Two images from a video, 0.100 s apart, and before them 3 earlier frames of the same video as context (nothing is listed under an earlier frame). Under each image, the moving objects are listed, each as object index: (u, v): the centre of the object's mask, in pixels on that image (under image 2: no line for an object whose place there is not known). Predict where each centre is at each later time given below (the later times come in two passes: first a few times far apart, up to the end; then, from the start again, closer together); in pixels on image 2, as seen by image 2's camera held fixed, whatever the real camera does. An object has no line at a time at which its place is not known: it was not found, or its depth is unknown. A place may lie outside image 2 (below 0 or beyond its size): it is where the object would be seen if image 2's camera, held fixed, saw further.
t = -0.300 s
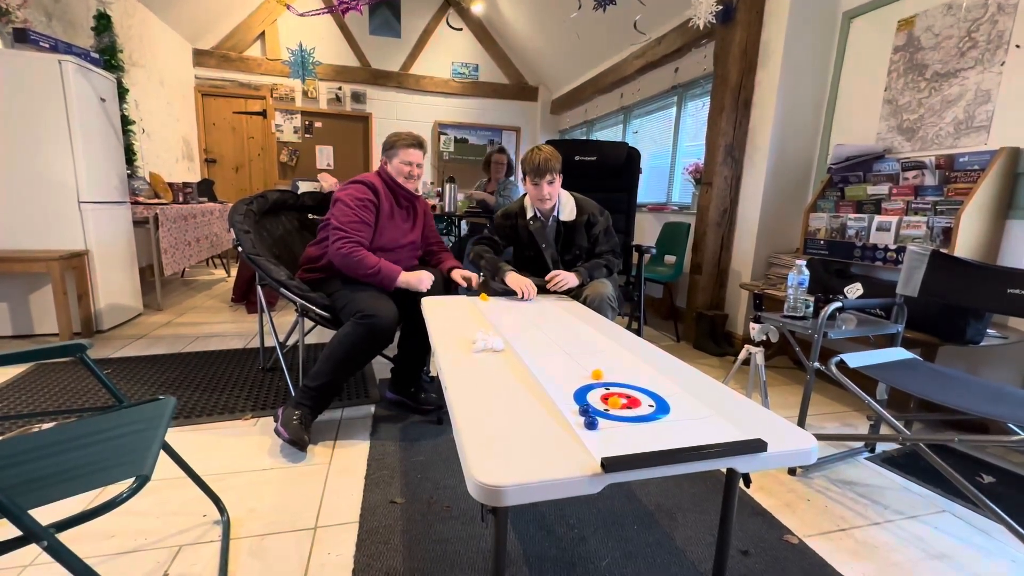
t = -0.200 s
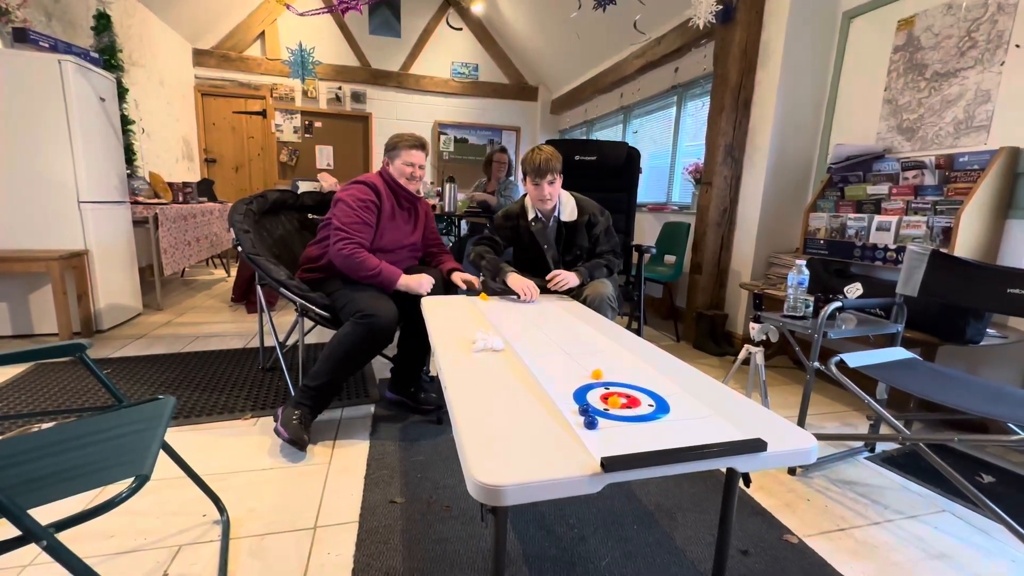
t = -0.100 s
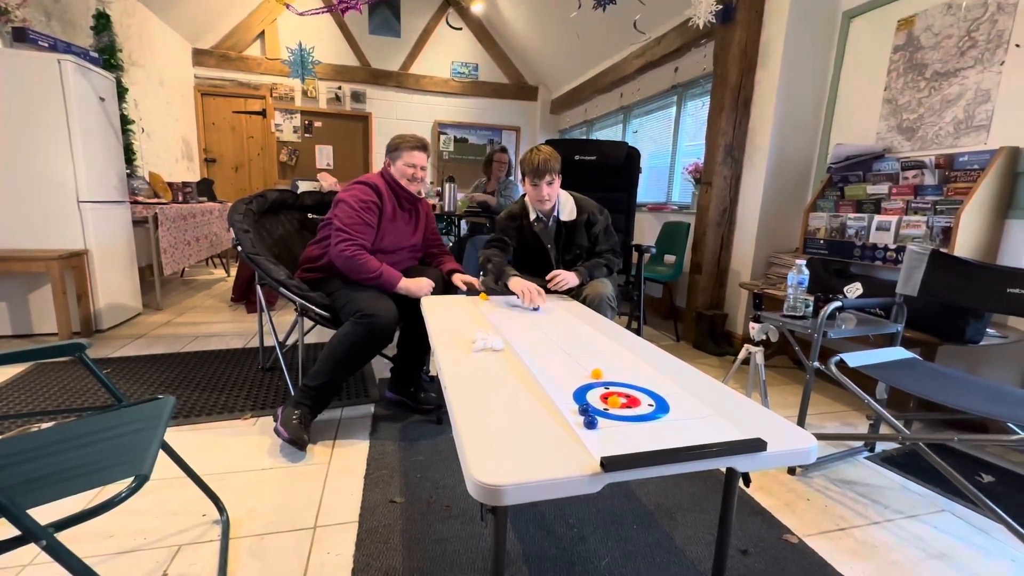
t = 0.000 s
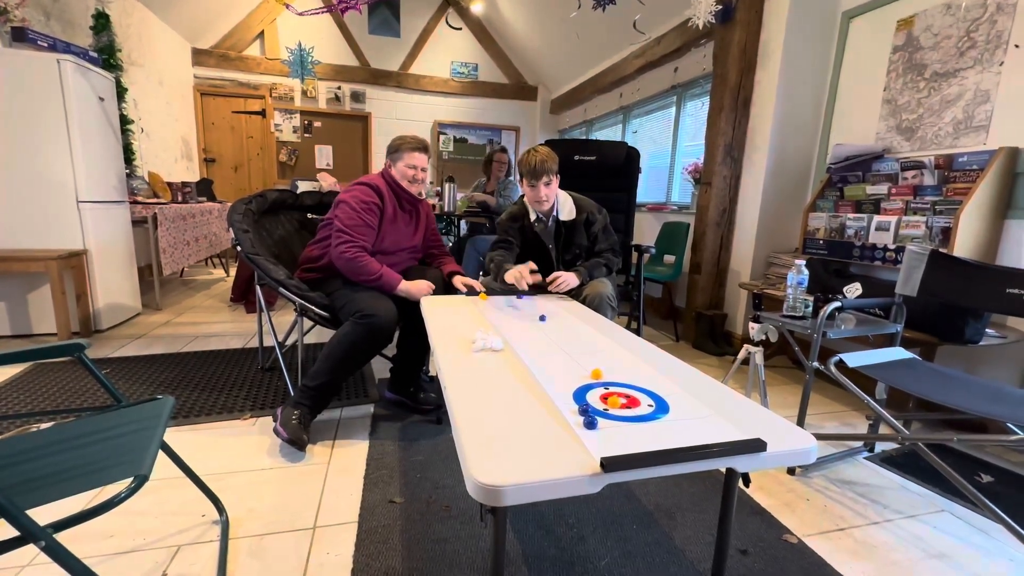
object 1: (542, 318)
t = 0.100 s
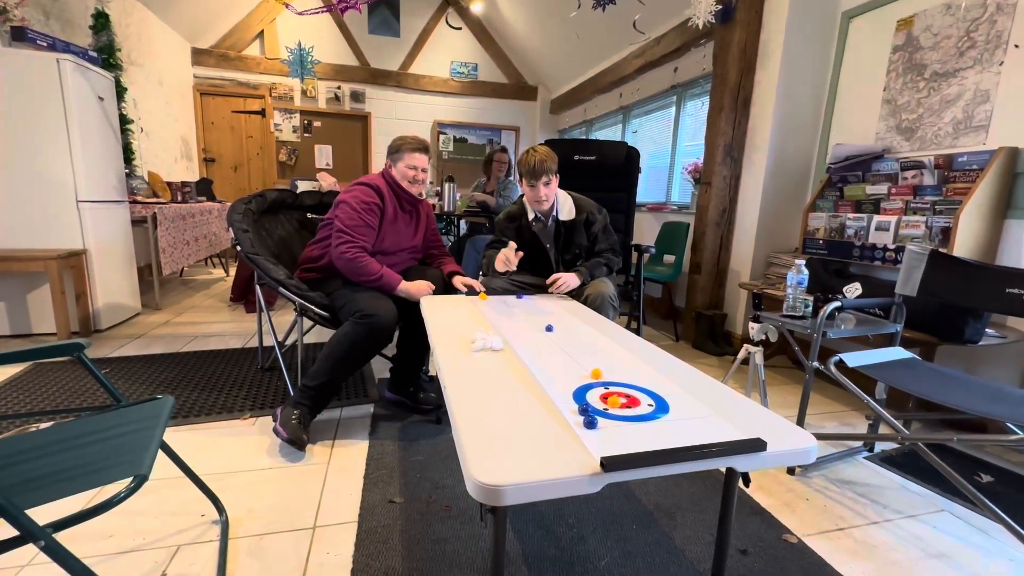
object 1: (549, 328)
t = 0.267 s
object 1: (562, 349)
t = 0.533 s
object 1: (591, 395)
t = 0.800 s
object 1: (620, 449)
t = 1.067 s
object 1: (604, 448)
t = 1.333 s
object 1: (603, 448)
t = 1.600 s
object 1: (603, 448)
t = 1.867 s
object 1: (603, 448)
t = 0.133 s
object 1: (552, 332)
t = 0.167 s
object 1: (554, 337)
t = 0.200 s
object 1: (557, 341)
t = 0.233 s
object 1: (560, 345)
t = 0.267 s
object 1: (562, 349)
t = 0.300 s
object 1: (565, 354)
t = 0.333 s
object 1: (569, 359)
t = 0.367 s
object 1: (572, 364)
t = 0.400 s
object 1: (575, 370)
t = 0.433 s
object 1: (579, 376)
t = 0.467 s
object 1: (582, 381)
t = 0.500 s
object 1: (586, 388)
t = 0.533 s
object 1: (591, 395)
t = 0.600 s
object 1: (599, 409)
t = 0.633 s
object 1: (603, 418)
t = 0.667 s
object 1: (609, 426)
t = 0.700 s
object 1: (614, 435)
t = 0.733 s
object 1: (619, 444)
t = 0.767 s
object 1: (624, 450)
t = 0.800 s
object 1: (620, 449)
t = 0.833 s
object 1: (617, 449)
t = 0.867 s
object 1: (614, 449)
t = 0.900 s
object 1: (612, 449)
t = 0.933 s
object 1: (610, 449)
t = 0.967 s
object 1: (608, 448)
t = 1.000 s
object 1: (606, 448)
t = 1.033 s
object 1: (605, 448)
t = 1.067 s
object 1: (604, 448)
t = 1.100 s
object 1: (603, 448)
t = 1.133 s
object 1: (603, 448)
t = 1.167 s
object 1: (603, 448)
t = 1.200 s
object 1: (603, 448)
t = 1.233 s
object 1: (603, 448)
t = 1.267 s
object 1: (603, 448)
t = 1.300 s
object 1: (603, 448)
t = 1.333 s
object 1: (603, 448)
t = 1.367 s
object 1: (603, 448)
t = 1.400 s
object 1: (603, 448)
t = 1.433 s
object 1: (603, 448)
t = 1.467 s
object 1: (603, 448)
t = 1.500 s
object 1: (603, 448)
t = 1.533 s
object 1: (603, 448)
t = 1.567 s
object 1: (603, 448)
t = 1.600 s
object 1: (603, 448)
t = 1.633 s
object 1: (603, 448)
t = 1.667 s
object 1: (603, 448)
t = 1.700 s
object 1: (603, 448)
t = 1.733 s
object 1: (603, 448)
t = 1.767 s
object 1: (603, 448)
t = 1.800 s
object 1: (603, 448)
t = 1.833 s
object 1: (603, 448)
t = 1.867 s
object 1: (603, 448)
